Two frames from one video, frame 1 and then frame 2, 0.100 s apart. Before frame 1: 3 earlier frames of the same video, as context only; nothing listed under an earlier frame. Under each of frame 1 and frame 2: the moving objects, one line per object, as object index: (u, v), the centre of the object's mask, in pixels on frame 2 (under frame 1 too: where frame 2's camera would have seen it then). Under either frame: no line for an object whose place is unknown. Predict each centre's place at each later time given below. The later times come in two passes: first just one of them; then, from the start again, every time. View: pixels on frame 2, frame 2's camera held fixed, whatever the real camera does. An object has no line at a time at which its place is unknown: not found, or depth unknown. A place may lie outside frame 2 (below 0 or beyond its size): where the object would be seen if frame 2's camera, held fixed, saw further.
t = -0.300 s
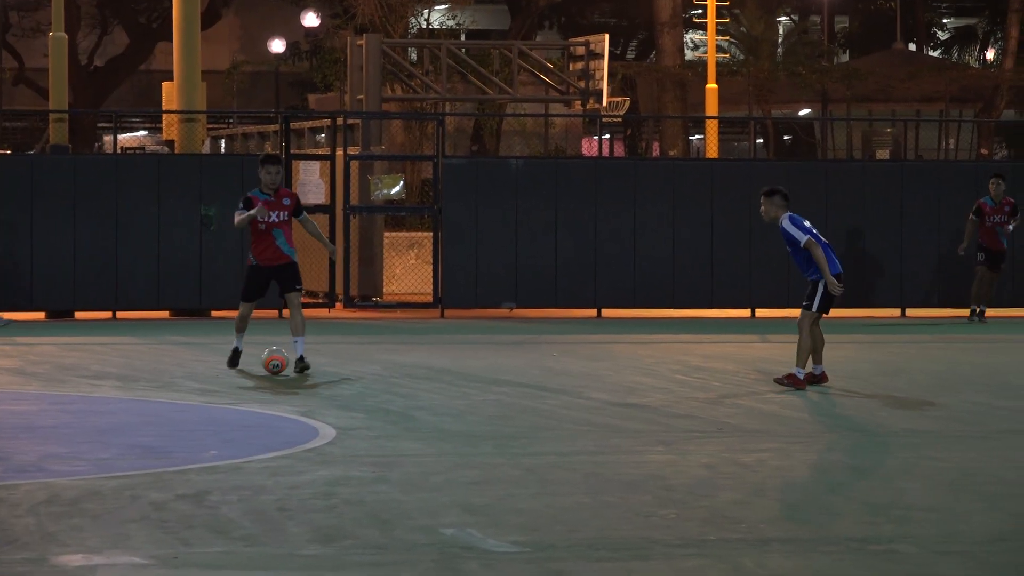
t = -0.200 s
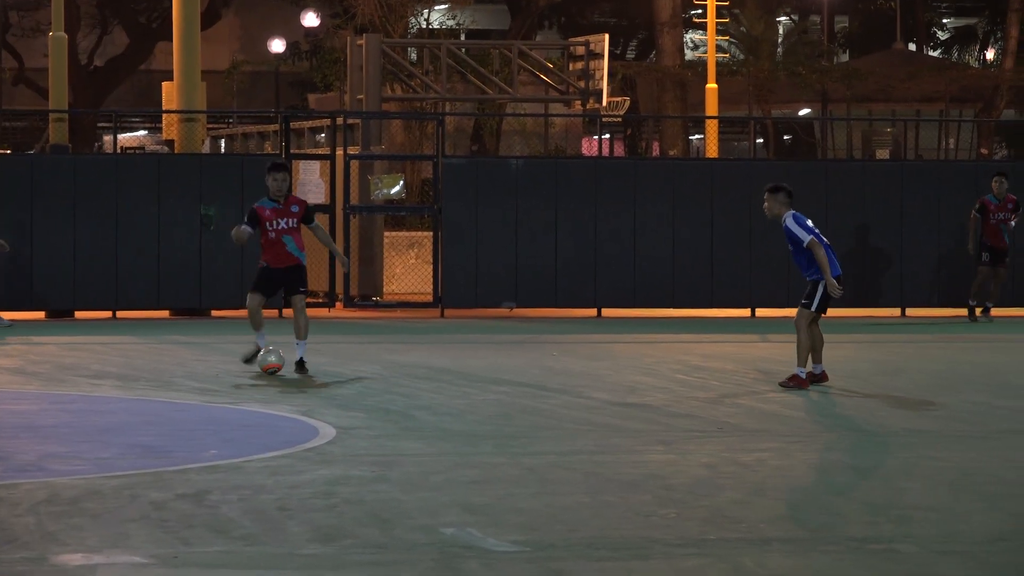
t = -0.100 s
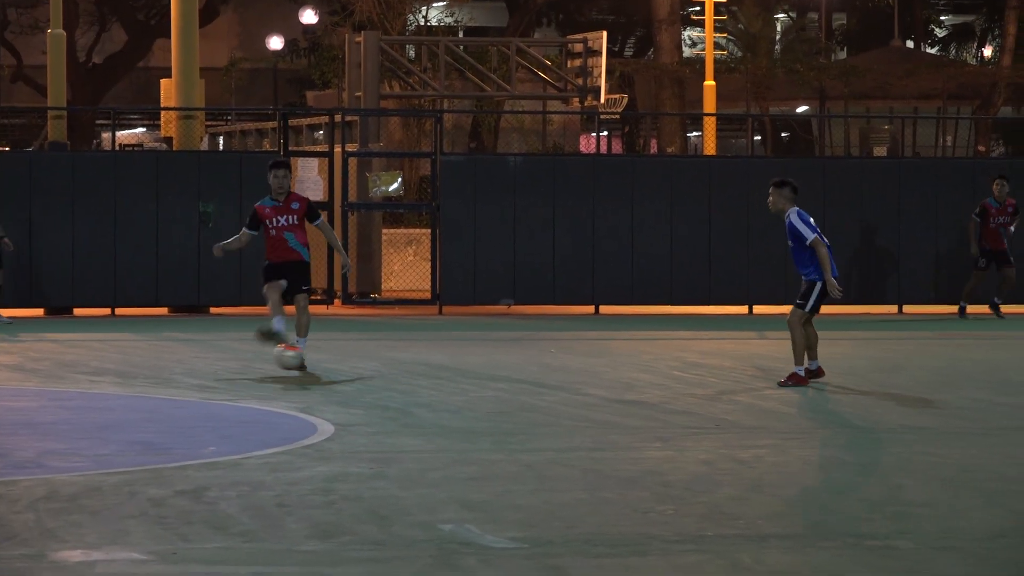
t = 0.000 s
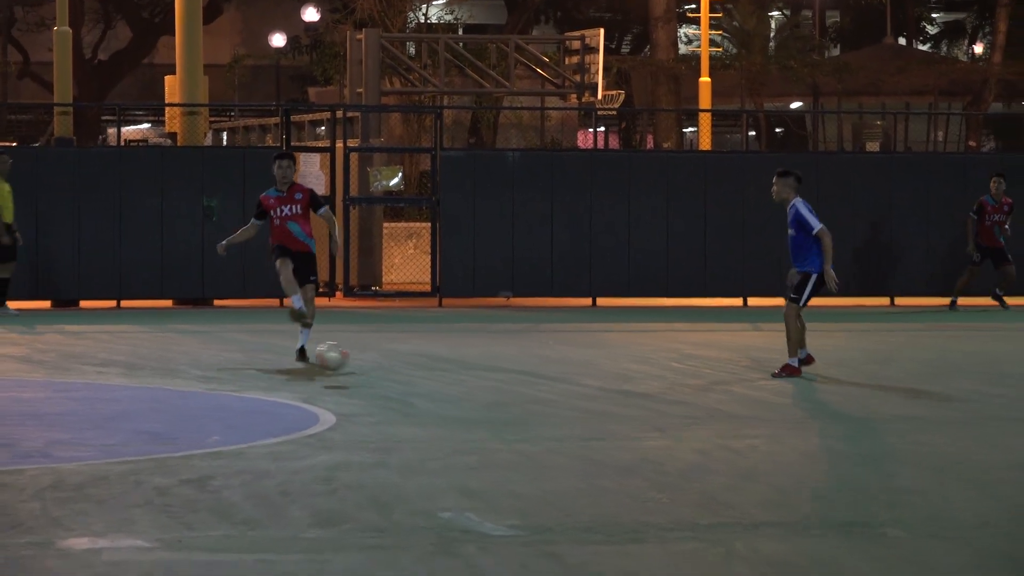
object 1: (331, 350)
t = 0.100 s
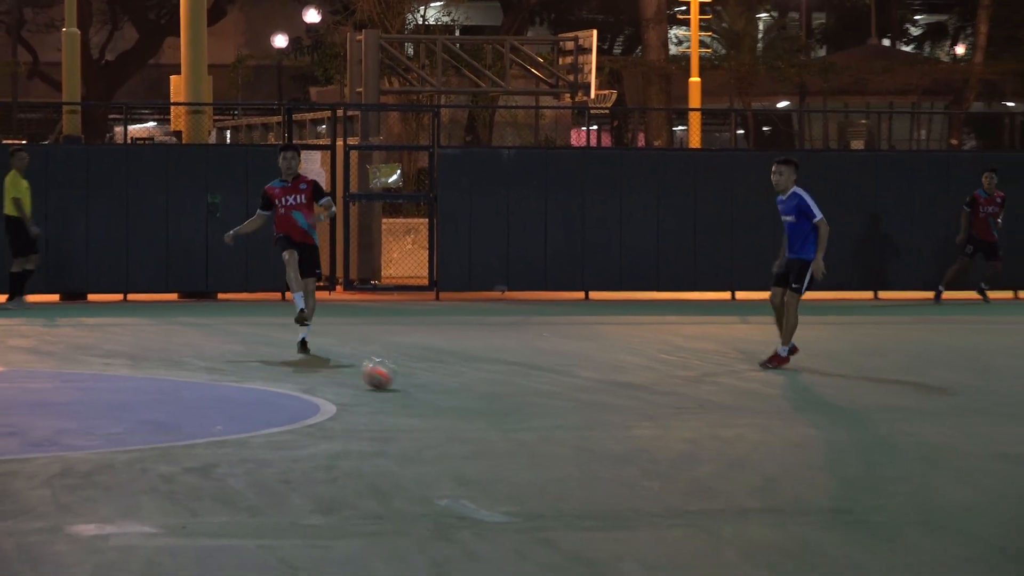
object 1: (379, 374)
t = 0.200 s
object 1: (425, 373)
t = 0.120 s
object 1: (388, 373)
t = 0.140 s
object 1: (397, 373)
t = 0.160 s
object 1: (406, 372)
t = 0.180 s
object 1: (415, 371)
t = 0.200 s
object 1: (425, 373)
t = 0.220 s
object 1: (434, 374)
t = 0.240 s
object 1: (444, 376)
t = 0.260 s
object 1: (454, 379)
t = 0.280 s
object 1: (464, 383)
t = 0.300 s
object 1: (475, 388)
